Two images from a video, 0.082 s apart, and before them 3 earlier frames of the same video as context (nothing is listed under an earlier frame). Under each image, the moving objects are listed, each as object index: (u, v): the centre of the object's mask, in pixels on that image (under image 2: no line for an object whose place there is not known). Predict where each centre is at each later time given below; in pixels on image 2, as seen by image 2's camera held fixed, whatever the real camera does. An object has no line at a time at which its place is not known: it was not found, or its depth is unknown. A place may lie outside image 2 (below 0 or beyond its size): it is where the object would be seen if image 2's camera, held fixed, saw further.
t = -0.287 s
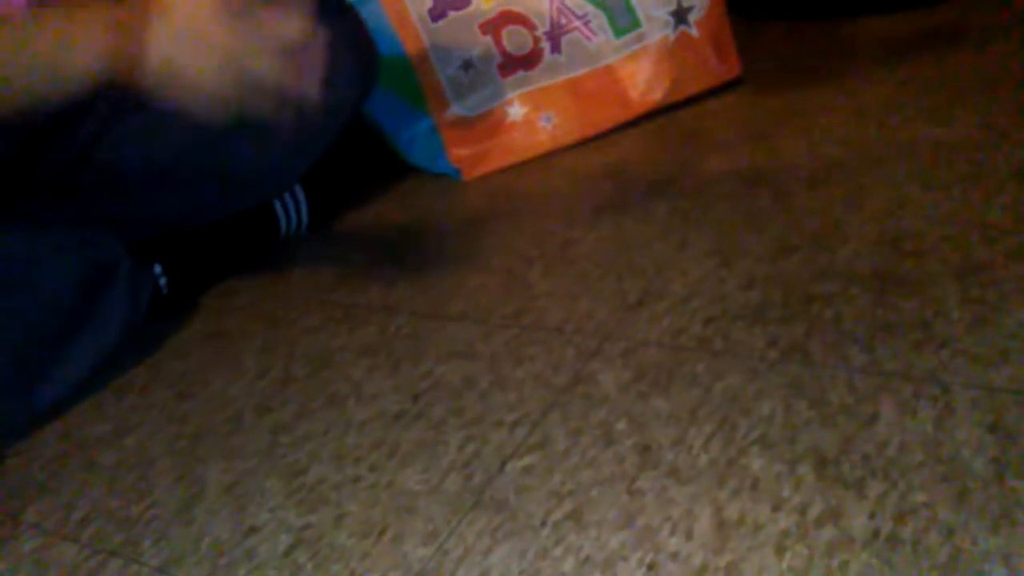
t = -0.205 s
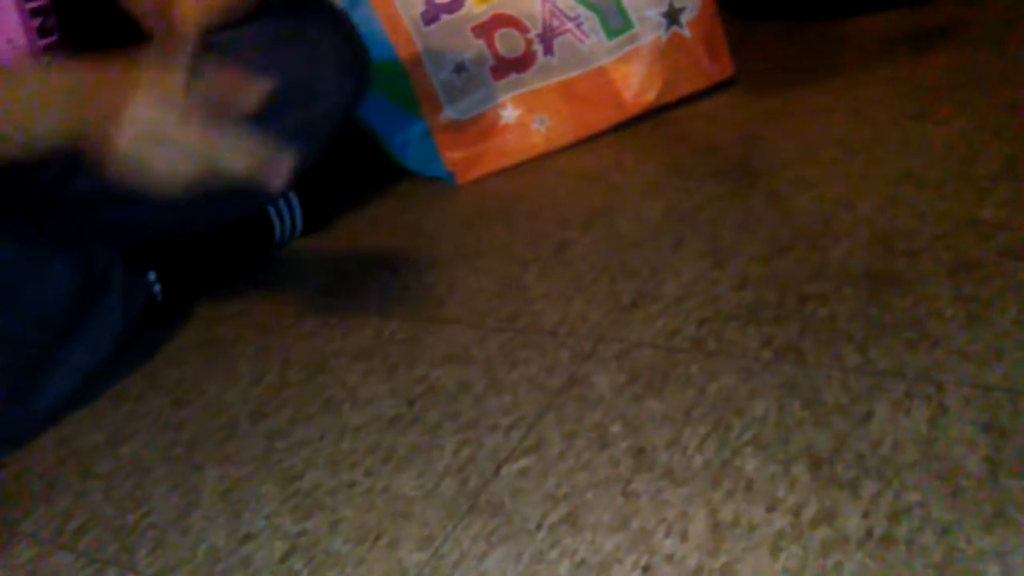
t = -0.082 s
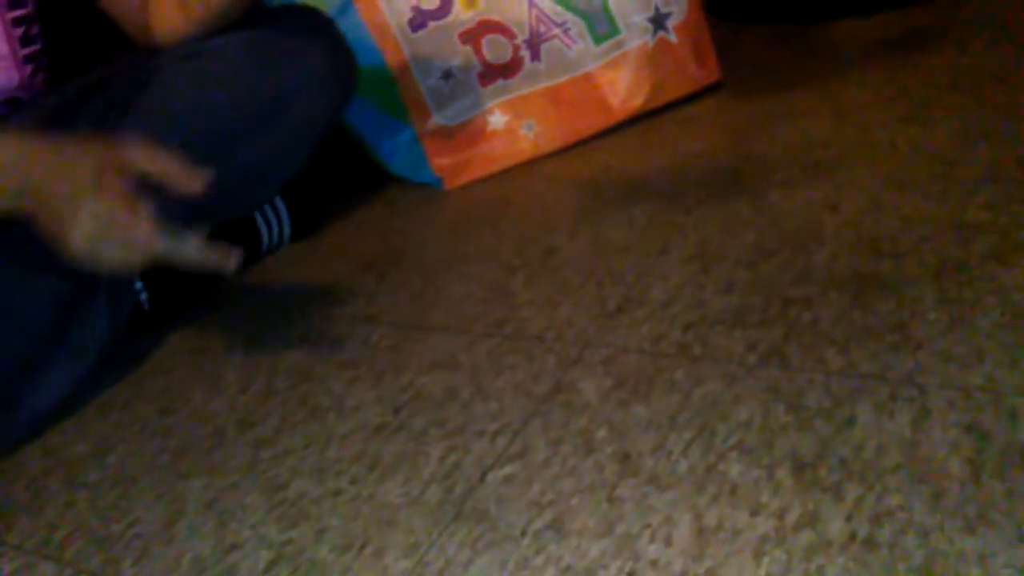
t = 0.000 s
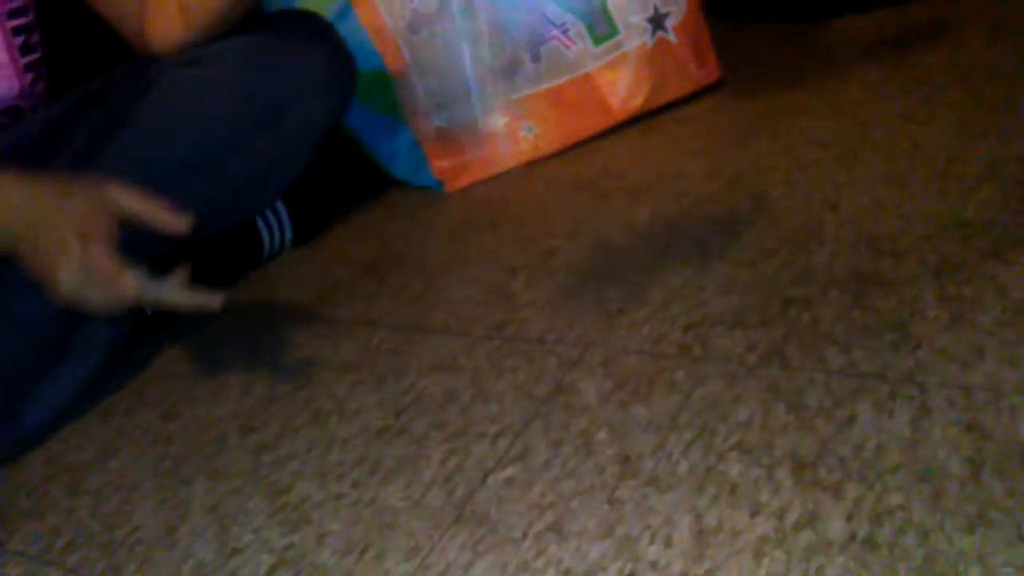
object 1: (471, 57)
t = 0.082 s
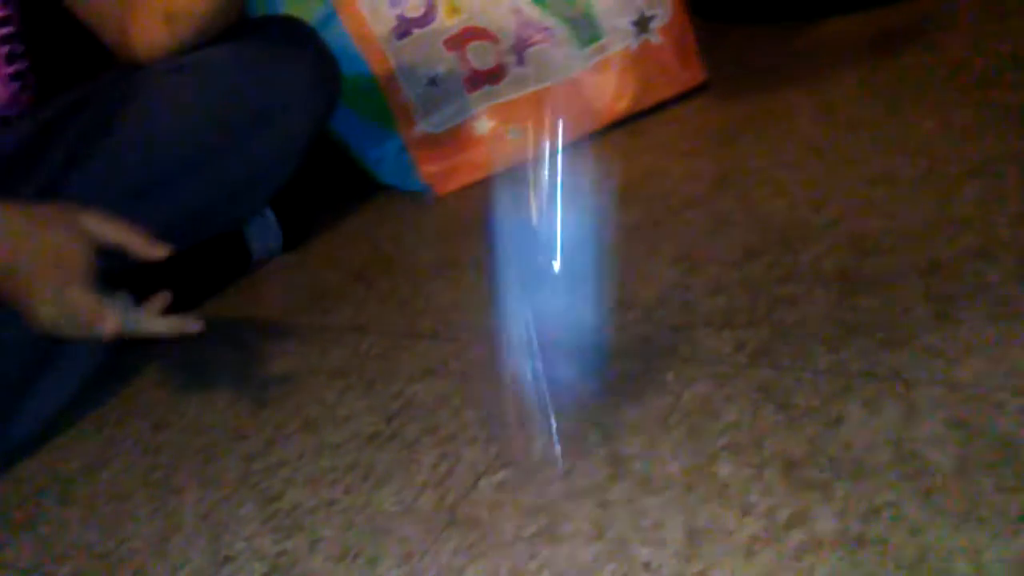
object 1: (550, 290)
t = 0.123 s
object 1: (536, 345)
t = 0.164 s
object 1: (505, 355)
